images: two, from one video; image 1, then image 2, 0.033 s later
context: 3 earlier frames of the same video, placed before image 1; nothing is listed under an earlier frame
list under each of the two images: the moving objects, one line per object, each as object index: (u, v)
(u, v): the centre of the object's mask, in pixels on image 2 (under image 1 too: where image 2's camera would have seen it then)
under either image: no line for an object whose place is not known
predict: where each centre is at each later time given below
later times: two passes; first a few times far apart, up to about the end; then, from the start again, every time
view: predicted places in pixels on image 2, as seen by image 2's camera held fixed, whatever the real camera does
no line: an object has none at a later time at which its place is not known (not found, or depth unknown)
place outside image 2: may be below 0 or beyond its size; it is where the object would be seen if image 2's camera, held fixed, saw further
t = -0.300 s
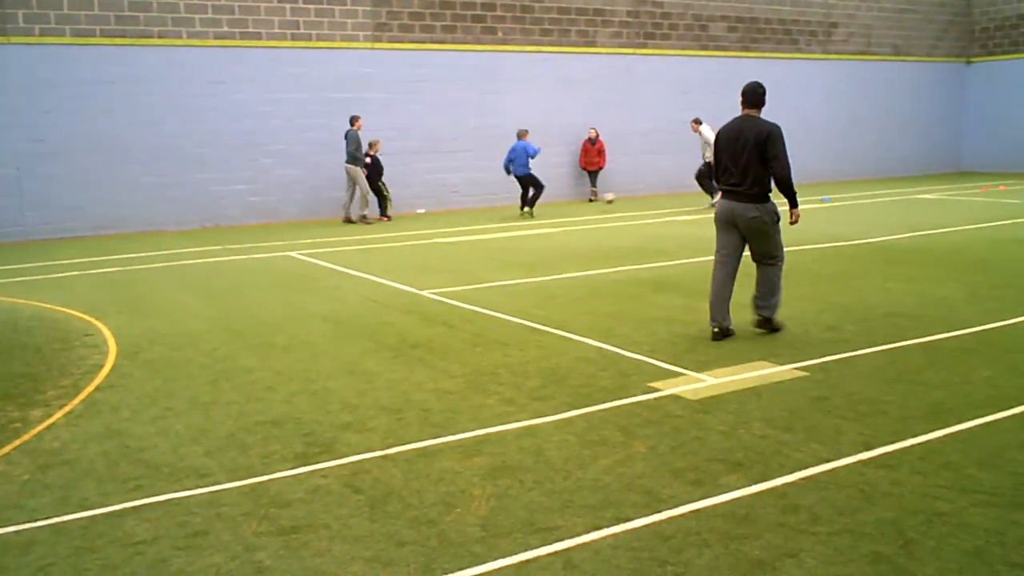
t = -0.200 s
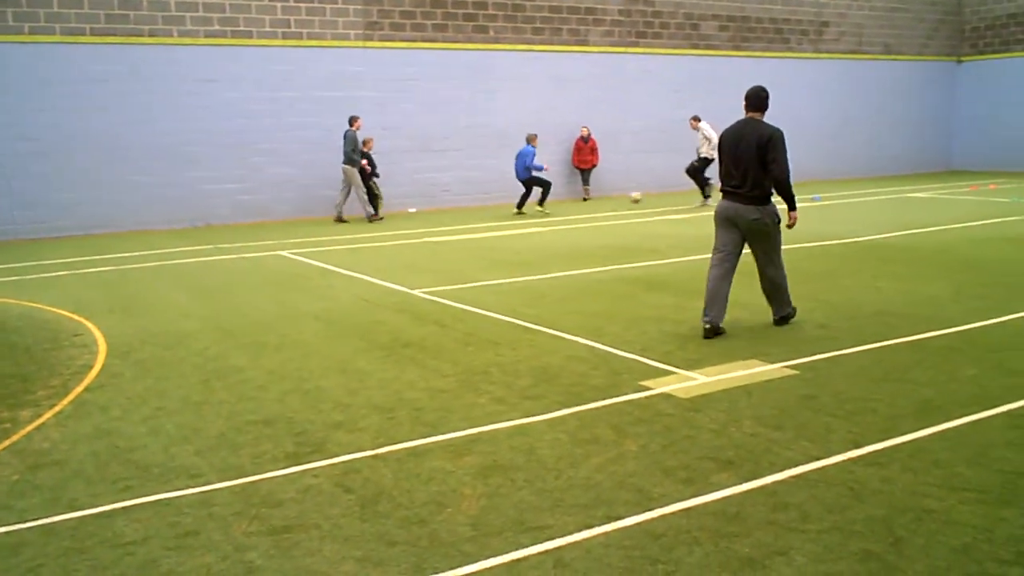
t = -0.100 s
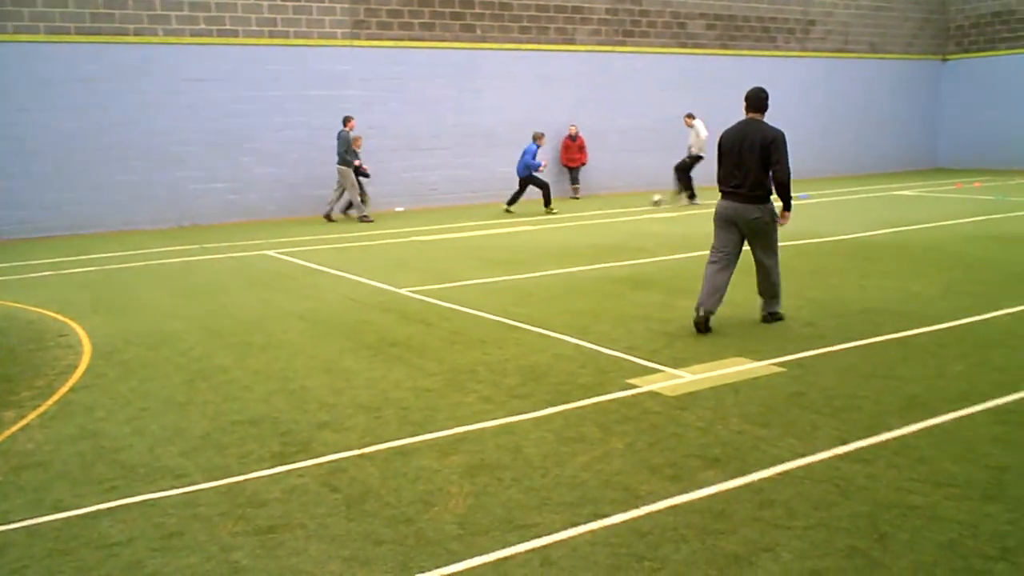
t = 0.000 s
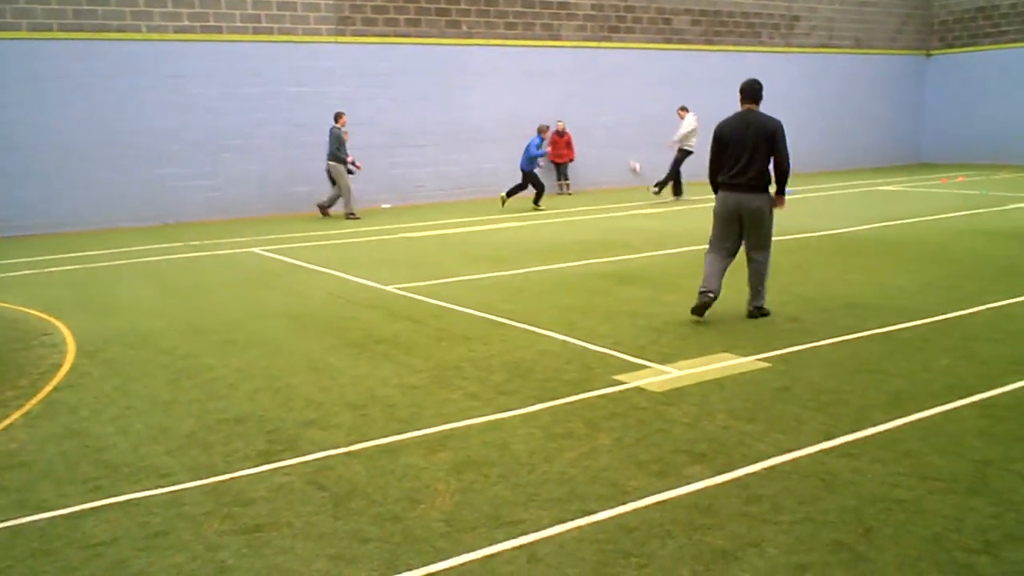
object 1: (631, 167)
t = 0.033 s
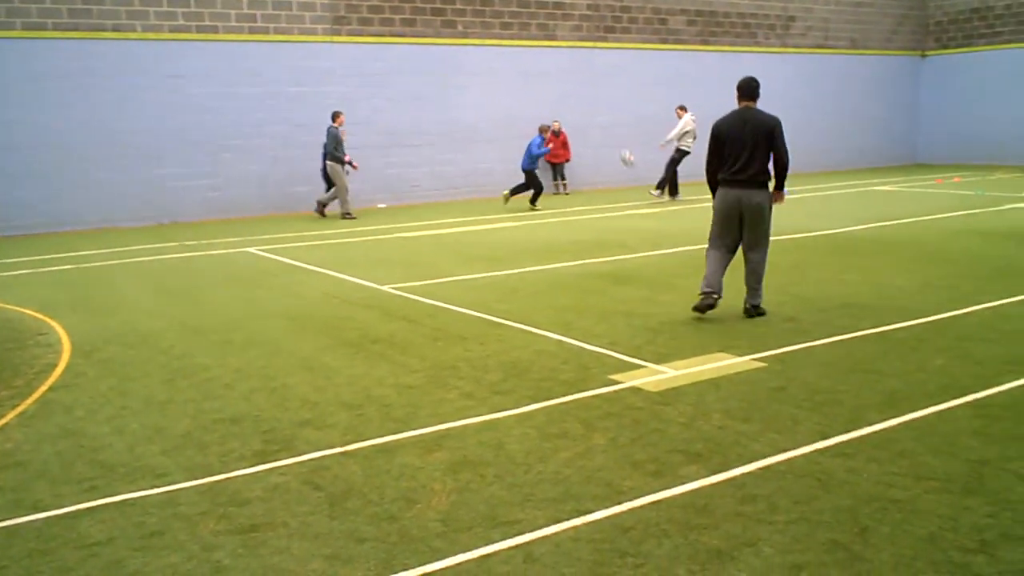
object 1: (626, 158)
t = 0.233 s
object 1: (600, 108)
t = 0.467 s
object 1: (566, 72)
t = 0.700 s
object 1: (534, 66)
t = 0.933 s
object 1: (500, 97)
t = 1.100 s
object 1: (475, 146)
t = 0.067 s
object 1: (623, 149)
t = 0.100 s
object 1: (618, 141)
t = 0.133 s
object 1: (613, 132)
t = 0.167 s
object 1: (609, 124)
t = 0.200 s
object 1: (605, 116)
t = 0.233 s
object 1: (600, 108)
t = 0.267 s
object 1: (595, 102)
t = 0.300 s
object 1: (592, 96)
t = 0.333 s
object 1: (586, 90)
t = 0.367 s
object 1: (581, 85)
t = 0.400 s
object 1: (577, 80)
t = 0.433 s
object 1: (572, 76)
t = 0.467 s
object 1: (566, 72)
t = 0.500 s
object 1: (562, 69)
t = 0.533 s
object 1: (558, 67)
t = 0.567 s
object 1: (553, 66)
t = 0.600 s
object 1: (548, 65)
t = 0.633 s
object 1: (544, 65)
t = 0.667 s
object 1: (539, 65)
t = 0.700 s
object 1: (534, 66)
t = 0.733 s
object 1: (529, 68)
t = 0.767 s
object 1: (525, 71)
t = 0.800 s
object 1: (519, 74)
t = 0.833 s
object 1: (515, 79)
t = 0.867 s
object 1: (510, 85)
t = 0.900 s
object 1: (505, 90)
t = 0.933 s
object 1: (500, 97)
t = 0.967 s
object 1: (496, 105)
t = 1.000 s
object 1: (491, 114)
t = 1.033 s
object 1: (485, 123)
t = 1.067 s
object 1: (481, 133)
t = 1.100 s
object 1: (475, 146)
